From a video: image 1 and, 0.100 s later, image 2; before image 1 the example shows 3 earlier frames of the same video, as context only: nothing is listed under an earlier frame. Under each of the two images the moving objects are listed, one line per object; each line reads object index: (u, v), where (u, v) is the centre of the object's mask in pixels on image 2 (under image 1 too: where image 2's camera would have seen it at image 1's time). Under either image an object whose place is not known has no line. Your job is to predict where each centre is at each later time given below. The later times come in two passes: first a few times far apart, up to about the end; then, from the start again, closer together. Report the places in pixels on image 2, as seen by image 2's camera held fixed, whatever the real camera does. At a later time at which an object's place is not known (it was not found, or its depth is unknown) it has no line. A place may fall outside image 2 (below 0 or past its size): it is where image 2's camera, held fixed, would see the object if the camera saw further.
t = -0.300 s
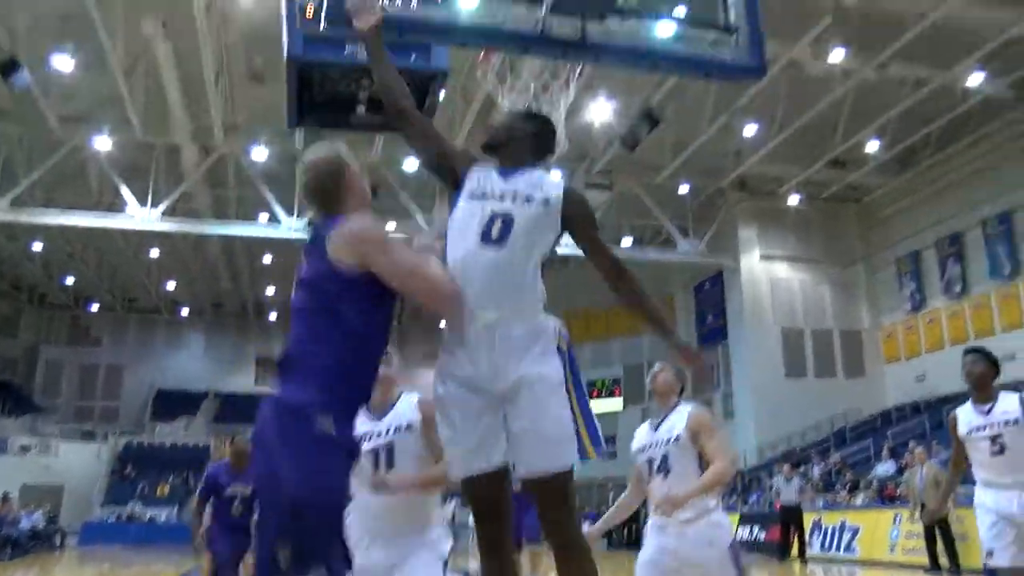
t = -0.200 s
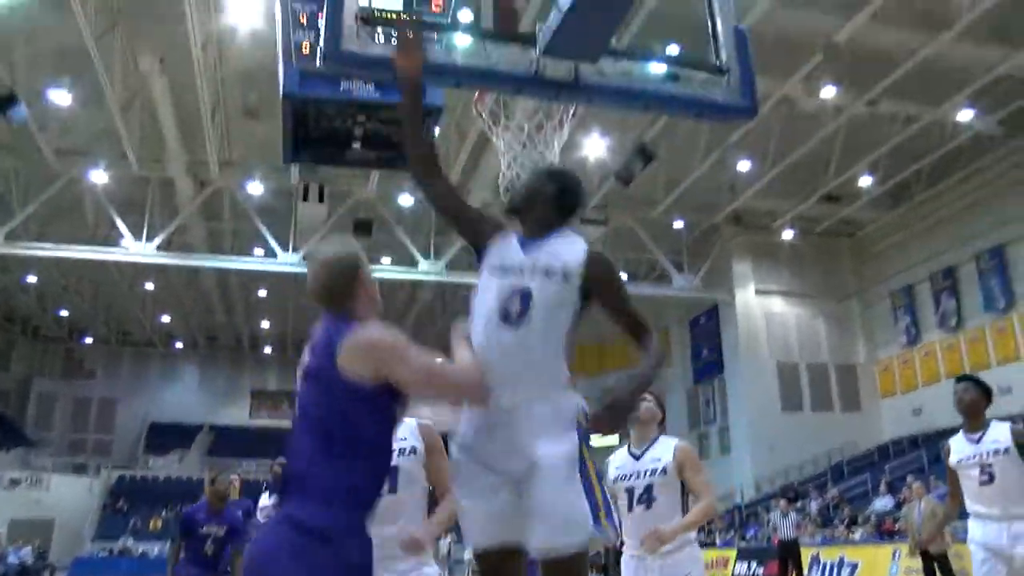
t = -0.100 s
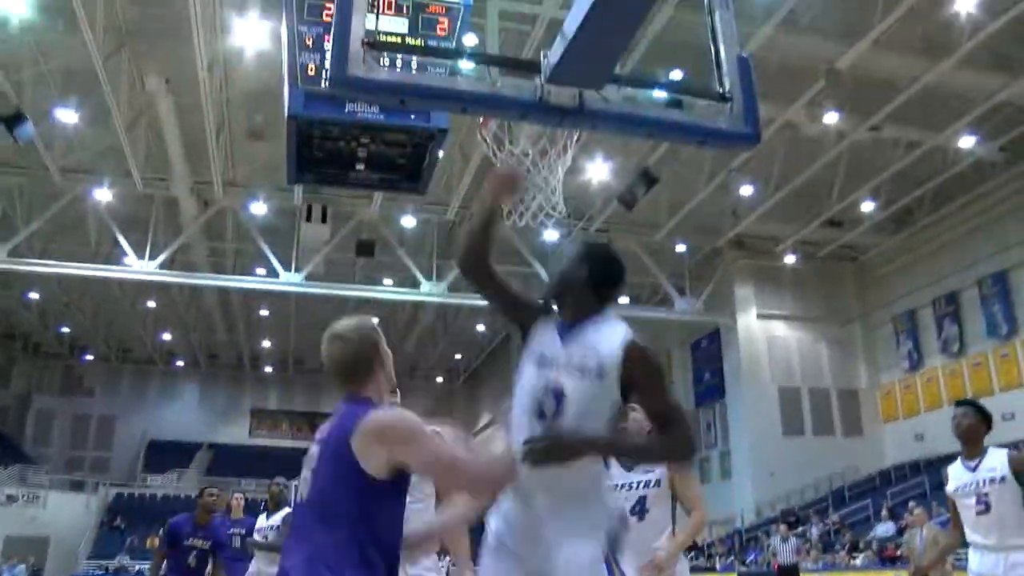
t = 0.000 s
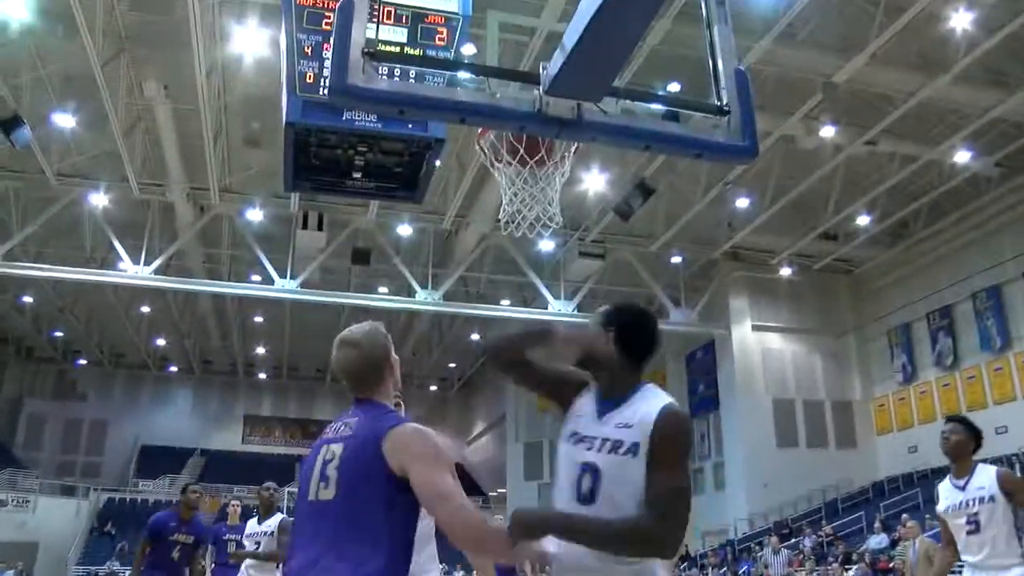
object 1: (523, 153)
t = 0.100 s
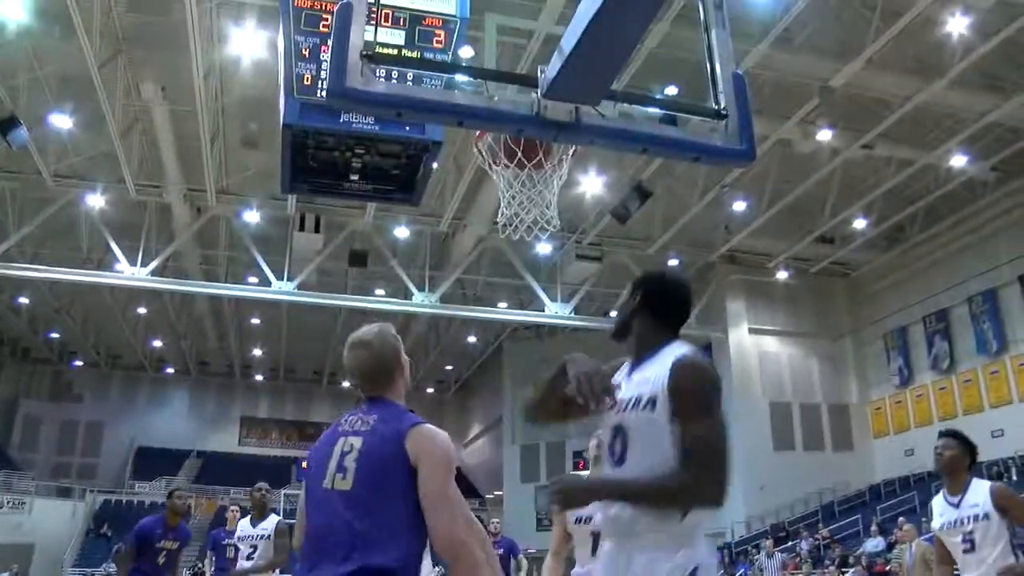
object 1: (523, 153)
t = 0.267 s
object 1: (528, 202)
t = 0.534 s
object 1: (529, 419)
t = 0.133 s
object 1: (525, 153)
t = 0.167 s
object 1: (526, 158)
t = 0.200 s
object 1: (527, 171)
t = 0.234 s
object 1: (524, 187)
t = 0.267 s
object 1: (528, 202)
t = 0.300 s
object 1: (524, 222)
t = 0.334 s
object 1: (528, 239)
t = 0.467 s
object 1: (529, 348)
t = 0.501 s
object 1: (528, 380)
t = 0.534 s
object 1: (529, 419)
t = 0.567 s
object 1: (529, 458)
